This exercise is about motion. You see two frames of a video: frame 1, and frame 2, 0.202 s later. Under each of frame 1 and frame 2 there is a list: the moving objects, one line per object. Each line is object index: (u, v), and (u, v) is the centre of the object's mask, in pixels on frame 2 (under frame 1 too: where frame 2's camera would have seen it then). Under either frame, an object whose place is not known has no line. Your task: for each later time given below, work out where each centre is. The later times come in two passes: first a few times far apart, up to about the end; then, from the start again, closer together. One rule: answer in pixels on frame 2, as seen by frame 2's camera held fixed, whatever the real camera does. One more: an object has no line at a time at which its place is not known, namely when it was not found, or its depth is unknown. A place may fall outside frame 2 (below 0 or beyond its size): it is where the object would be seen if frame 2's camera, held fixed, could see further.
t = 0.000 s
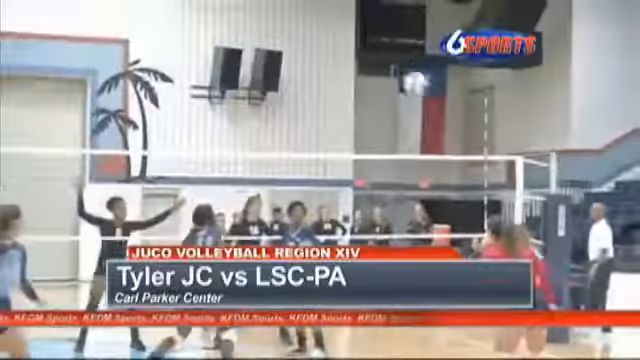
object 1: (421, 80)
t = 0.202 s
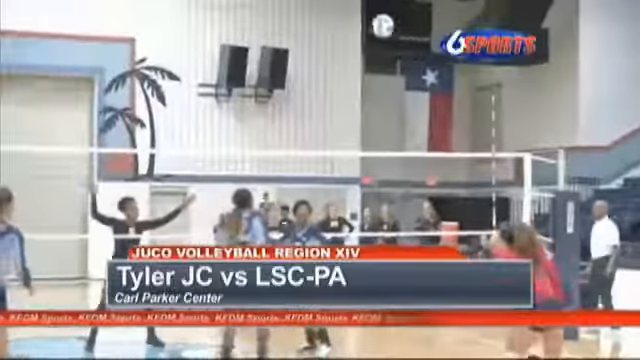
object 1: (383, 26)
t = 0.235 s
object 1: (376, 20)
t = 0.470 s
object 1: (333, 14)
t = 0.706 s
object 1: (294, 57)
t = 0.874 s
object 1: (269, 120)
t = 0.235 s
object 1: (376, 20)
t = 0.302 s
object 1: (364, 13)
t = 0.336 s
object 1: (358, 10)
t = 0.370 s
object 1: (352, 10)
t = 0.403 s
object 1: (345, 10)
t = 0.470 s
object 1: (333, 14)
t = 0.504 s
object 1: (327, 17)
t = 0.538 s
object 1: (321, 22)
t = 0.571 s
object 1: (316, 27)
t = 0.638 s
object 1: (305, 41)
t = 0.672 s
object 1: (299, 49)
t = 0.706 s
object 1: (294, 57)
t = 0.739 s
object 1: (289, 66)
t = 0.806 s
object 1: (278, 91)
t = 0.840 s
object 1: (275, 103)
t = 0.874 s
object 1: (269, 120)
